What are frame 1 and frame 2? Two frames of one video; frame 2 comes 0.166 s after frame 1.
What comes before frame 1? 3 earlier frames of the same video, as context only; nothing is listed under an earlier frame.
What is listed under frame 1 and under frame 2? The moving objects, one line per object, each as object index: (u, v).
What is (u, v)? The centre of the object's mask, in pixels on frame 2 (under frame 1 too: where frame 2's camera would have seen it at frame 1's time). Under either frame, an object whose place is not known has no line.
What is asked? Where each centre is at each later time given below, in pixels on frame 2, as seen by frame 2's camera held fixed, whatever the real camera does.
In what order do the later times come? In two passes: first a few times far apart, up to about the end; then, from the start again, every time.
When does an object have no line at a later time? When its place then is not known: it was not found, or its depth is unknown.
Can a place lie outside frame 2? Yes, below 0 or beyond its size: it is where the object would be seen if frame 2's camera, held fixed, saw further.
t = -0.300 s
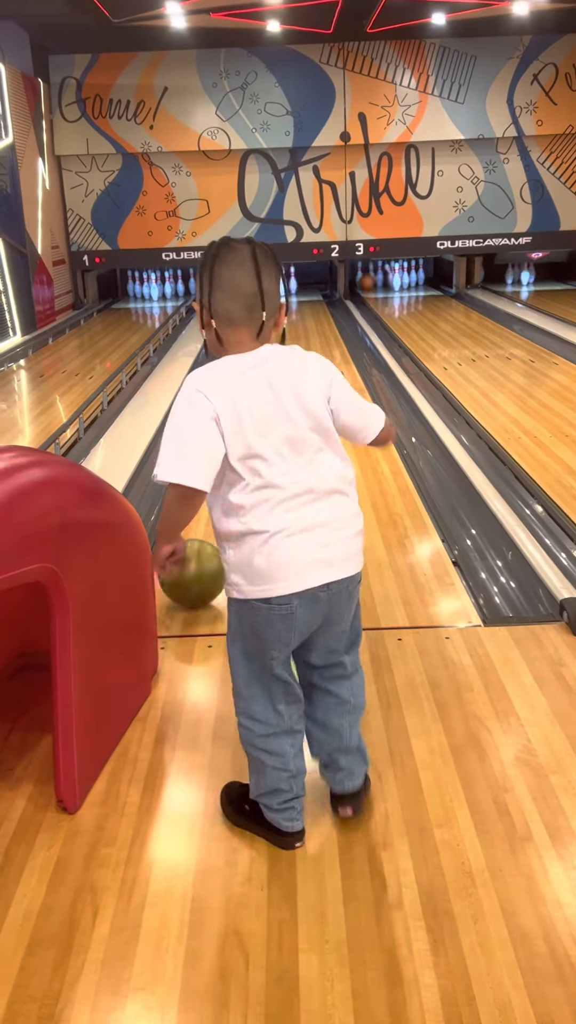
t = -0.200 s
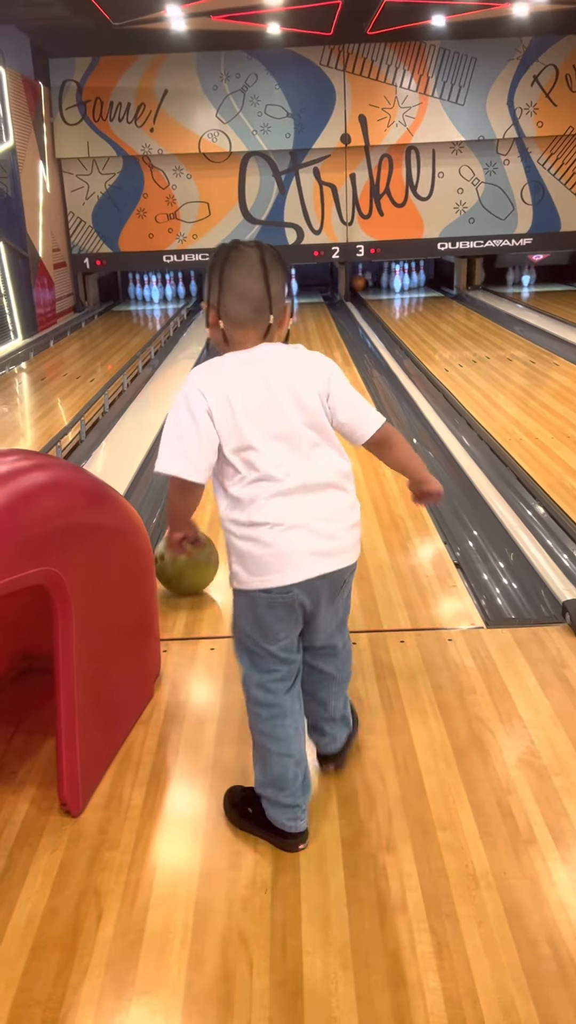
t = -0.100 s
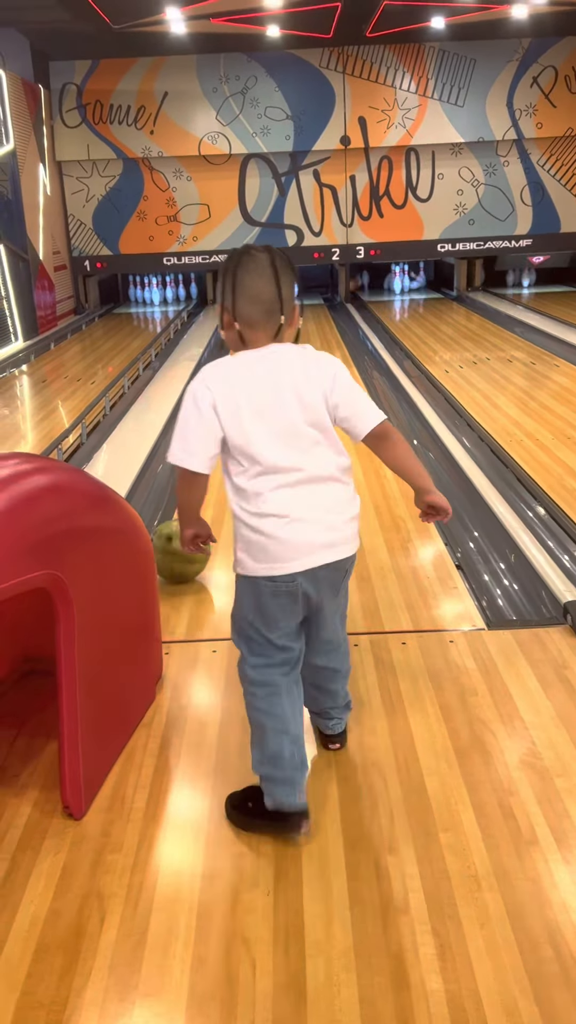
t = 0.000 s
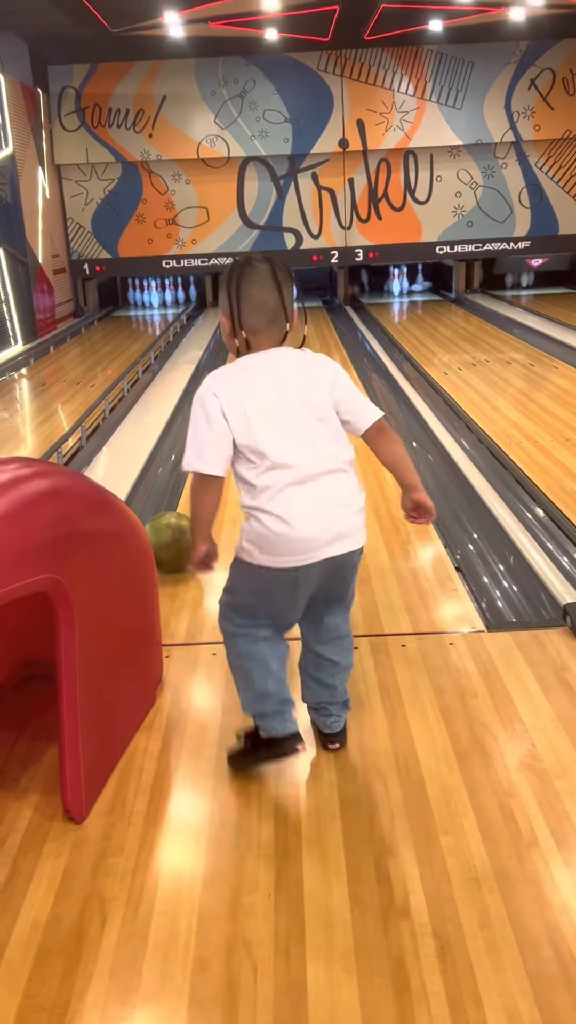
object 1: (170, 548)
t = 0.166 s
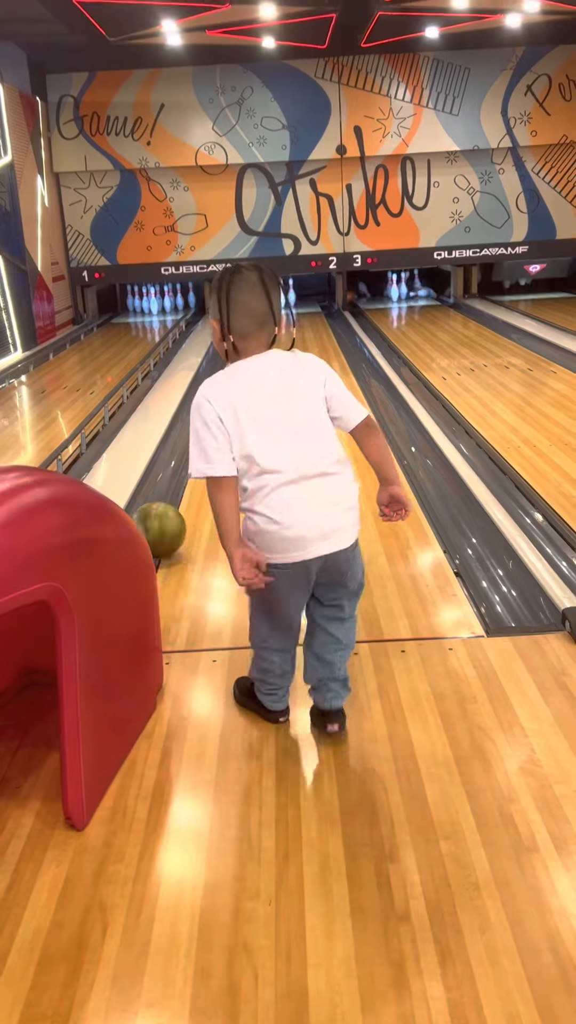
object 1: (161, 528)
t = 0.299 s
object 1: (152, 521)
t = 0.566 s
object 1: (150, 509)
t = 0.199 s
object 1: (159, 525)
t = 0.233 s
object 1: (157, 523)
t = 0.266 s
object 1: (154, 521)
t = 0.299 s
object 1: (152, 521)
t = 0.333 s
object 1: (150, 523)
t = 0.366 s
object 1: (149, 521)
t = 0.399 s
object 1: (150, 518)
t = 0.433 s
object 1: (150, 516)
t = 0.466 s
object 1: (149, 515)
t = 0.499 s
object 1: (149, 513)
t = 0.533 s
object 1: (150, 512)
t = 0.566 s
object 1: (150, 509)
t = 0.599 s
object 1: (150, 507)
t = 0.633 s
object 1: (150, 505)
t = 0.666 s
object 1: (151, 504)
